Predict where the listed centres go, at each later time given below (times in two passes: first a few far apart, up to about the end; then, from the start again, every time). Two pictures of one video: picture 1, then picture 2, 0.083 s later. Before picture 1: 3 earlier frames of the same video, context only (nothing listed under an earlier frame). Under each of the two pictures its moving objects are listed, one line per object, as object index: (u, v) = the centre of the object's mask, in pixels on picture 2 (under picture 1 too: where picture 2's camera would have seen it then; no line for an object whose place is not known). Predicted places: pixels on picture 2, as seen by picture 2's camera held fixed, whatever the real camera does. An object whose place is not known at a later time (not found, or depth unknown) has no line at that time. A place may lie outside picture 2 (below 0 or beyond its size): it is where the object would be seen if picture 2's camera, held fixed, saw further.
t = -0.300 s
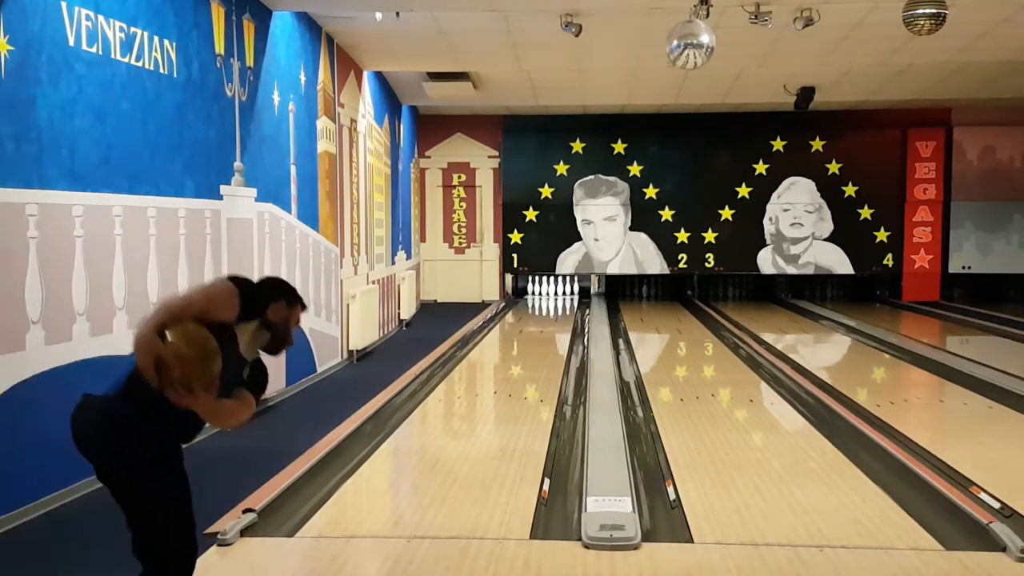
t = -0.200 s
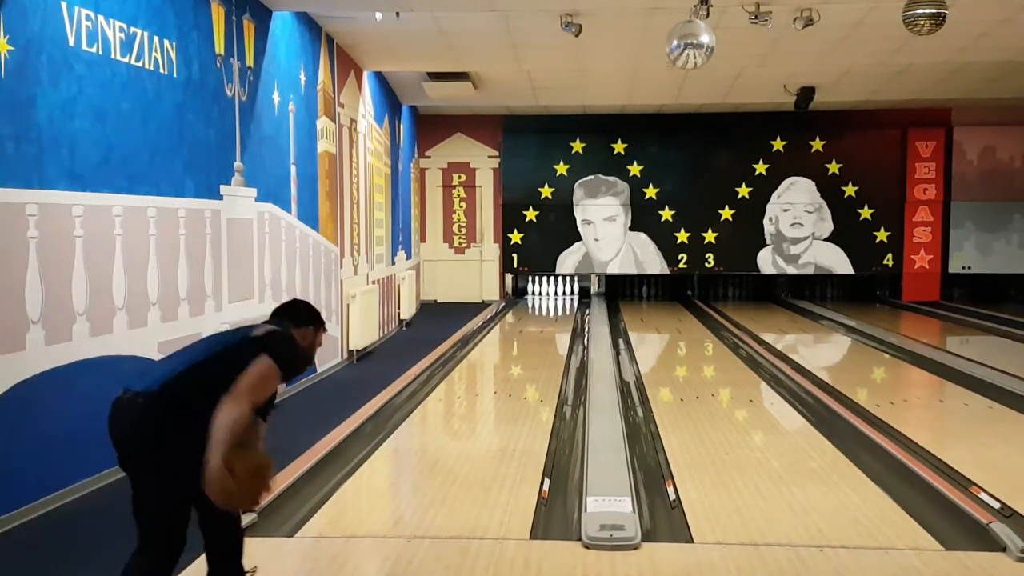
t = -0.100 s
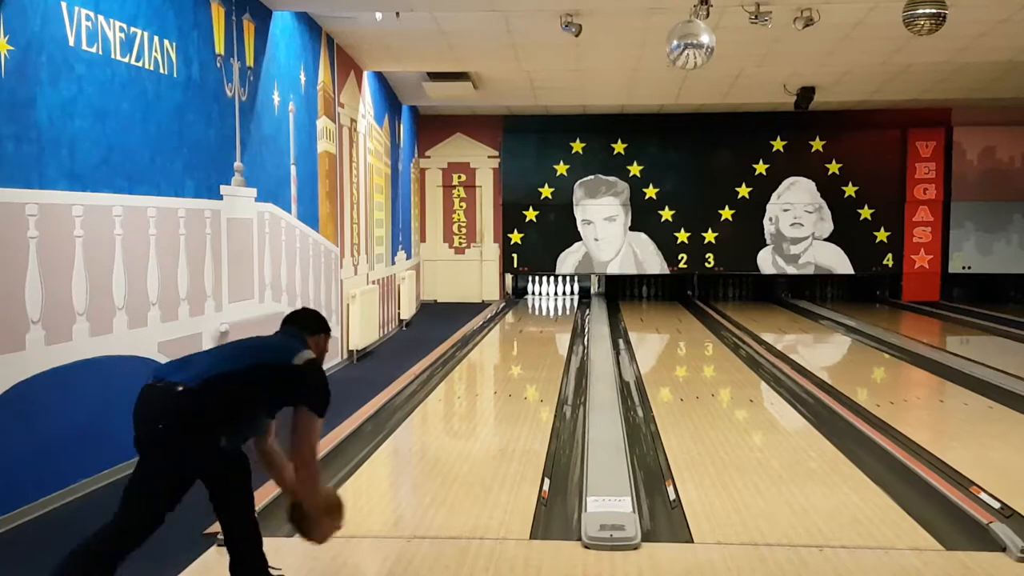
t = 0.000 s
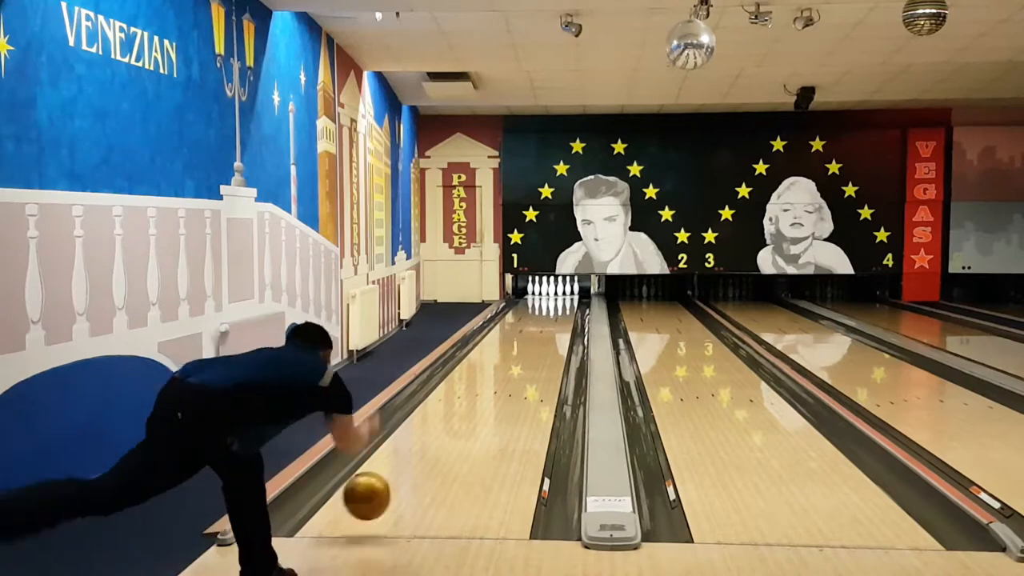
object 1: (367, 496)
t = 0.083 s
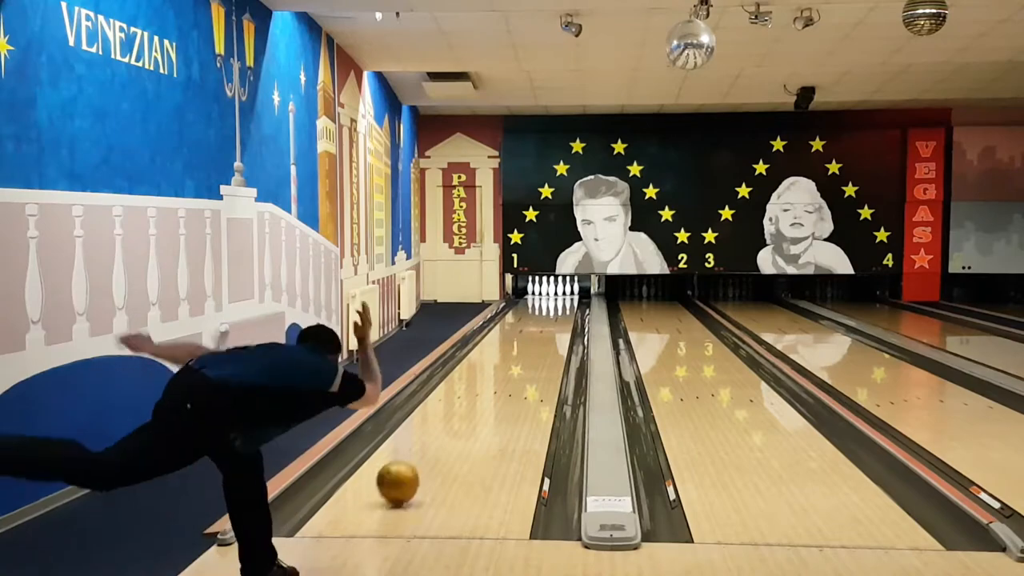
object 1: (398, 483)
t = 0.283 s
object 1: (449, 432)
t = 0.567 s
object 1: (493, 387)
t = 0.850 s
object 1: (520, 359)
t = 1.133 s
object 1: (538, 338)
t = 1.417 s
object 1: (550, 324)
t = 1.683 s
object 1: (556, 313)
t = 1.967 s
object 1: (559, 304)
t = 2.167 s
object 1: (559, 300)
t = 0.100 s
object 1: (403, 476)
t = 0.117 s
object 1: (408, 471)
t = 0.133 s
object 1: (413, 467)
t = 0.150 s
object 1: (417, 463)
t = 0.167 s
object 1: (422, 459)
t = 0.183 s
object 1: (426, 455)
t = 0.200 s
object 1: (430, 451)
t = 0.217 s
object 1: (434, 447)
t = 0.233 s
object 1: (438, 443)
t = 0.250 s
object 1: (442, 439)
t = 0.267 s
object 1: (445, 436)
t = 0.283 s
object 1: (449, 432)
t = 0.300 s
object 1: (452, 428)
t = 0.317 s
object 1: (456, 425)
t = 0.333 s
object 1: (459, 422)
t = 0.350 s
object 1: (461, 419)
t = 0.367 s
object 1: (465, 416)
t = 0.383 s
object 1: (468, 413)
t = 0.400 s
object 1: (470, 411)
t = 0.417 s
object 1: (473, 408)
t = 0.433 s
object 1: (475, 405)
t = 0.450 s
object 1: (478, 403)
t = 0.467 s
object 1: (480, 400)
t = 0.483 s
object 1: (482, 398)
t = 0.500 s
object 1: (485, 395)
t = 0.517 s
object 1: (487, 393)
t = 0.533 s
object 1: (489, 391)
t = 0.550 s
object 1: (491, 388)
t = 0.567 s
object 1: (493, 387)
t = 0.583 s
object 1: (495, 385)
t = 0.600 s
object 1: (497, 383)
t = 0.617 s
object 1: (499, 381)
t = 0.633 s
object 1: (501, 379)
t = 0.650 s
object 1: (502, 377)
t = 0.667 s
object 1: (504, 376)
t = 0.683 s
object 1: (506, 374)
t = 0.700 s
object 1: (507, 372)
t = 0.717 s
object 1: (509, 370)
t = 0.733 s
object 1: (511, 369)
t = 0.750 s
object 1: (512, 367)
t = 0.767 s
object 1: (514, 365)
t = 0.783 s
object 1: (515, 364)
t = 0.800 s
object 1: (516, 363)
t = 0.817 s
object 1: (518, 361)
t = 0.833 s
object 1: (519, 360)
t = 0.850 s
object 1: (520, 359)
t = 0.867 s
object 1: (521, 357)
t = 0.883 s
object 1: (522, 356)
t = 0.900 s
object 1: (524, 355)
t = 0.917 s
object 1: (525, 353)
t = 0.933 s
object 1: (526, 352)
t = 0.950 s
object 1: (527, 351)
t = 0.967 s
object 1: (529, 349)
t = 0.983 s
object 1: (530, 348)
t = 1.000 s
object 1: (531, 347)
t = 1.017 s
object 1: (532, 346)
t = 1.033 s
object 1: (533, 345)
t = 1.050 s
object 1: (534, 344)
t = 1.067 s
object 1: (535, 342)
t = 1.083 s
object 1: (535, 341)
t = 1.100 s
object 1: (536, 340)
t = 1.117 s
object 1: (537, 339)
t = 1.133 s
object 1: (538, 338)
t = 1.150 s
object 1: (539, 337)
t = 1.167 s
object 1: (540, 337)
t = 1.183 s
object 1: (541, 336)
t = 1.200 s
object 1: (541, 335)
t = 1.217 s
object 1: (542, 334)
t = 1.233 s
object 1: (543, 333)
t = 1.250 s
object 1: (544, 332)
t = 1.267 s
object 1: (544, 331)
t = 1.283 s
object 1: (545, 330)
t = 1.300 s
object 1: (546, 330)
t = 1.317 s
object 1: (546, 329)
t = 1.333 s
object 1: (547, 328)
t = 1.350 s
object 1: (548, 327)
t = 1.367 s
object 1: (548, 326)
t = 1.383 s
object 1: (549, 325)
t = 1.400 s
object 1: (550, 325)
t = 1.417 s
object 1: (550, 324)
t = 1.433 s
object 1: (551, 323)
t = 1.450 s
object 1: (551, 322)
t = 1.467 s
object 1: (552, 321)
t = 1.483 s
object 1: (552, 321)
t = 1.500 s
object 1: (553, 320)
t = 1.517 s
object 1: (553, 319)
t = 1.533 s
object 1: (554, 318)
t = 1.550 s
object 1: (554, 318)
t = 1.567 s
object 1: (555, 317)
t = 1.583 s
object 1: (555, 317)
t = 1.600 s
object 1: (555, 316)
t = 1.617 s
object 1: (556, 315)
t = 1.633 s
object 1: (556, 315)
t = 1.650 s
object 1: (556, 314)
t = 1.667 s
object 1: (557, 314)
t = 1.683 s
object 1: (556, 313)
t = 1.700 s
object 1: (557, 313)
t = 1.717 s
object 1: (557, 312)
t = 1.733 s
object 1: (558, 311)
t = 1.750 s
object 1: (558, 311)
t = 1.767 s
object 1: (559, 310)
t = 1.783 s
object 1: (558, 309)
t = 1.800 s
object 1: (559, 309)
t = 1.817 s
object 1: (559, 309)
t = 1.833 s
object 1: (559, 308)
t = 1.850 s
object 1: (559, 308)
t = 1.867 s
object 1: (559, 307)
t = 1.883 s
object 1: (559, 307)
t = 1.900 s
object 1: (559, 306)
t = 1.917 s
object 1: (559, 306)
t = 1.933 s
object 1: (559, 305)
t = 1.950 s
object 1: (559, 305)
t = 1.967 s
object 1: (559, 304)
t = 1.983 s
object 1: (560, 304)
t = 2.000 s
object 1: (560, 303)
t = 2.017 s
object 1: (560, 303)
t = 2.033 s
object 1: (559, 303)
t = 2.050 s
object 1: (559, 303)
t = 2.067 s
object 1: (559, 302)
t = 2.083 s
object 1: (559, 301)
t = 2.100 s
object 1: (559, 301)
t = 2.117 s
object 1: (559, 301)
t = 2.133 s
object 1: (559, 300)
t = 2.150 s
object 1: (559, 300)
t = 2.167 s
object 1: (559, 300)
